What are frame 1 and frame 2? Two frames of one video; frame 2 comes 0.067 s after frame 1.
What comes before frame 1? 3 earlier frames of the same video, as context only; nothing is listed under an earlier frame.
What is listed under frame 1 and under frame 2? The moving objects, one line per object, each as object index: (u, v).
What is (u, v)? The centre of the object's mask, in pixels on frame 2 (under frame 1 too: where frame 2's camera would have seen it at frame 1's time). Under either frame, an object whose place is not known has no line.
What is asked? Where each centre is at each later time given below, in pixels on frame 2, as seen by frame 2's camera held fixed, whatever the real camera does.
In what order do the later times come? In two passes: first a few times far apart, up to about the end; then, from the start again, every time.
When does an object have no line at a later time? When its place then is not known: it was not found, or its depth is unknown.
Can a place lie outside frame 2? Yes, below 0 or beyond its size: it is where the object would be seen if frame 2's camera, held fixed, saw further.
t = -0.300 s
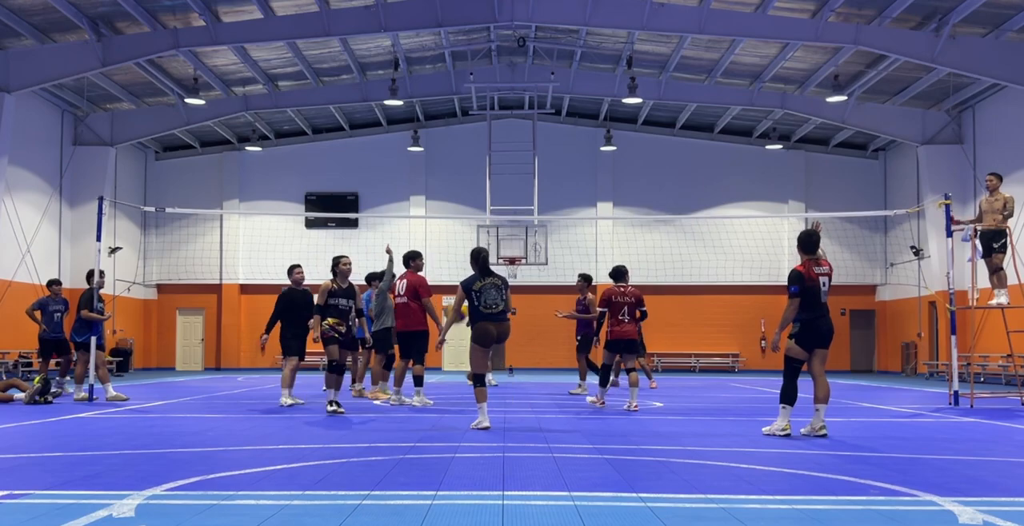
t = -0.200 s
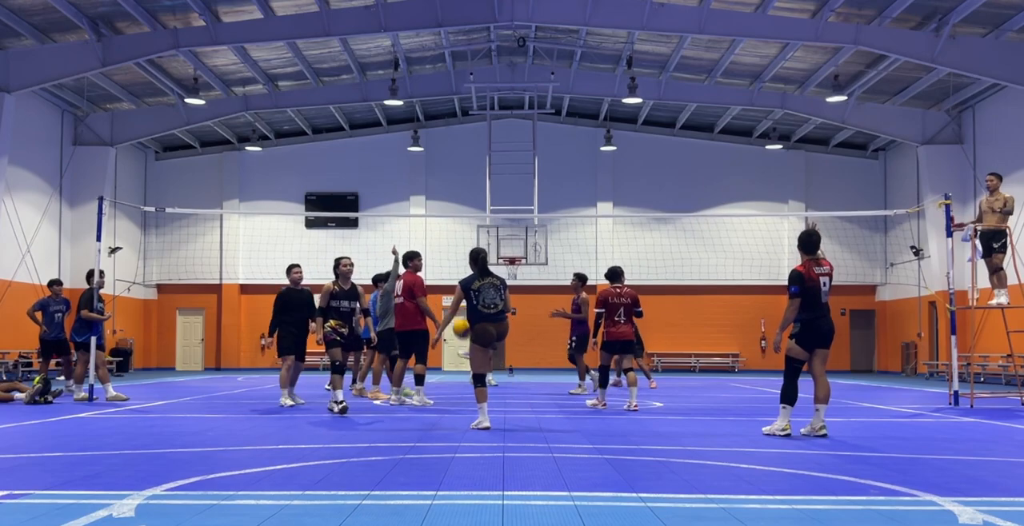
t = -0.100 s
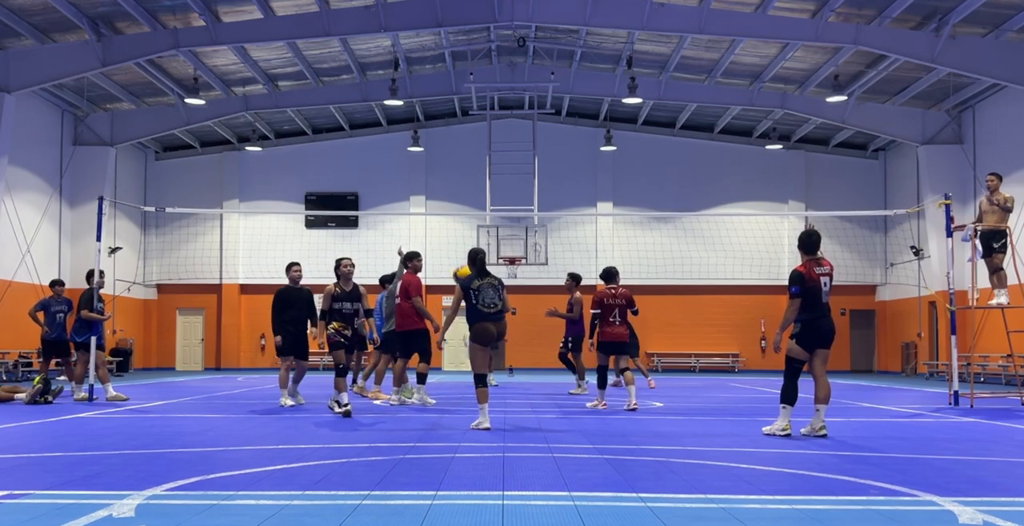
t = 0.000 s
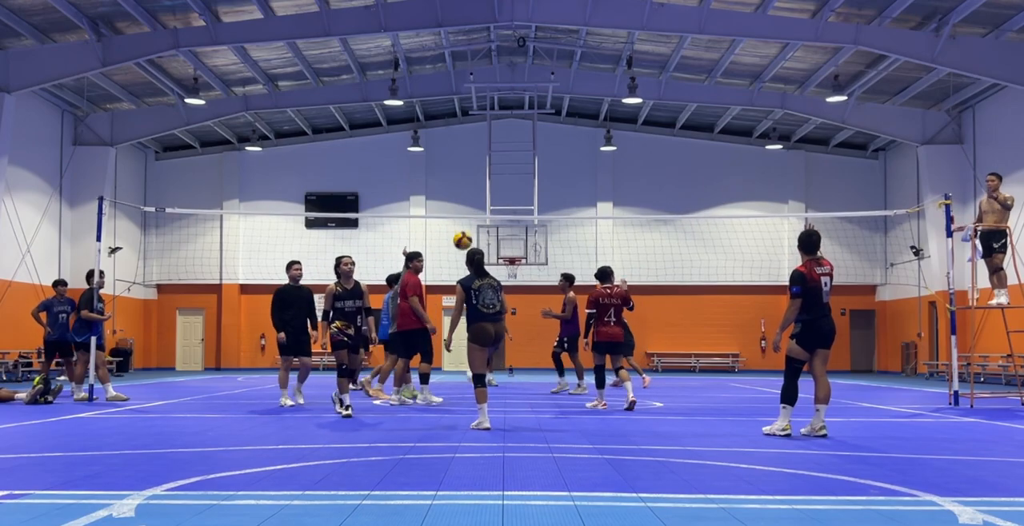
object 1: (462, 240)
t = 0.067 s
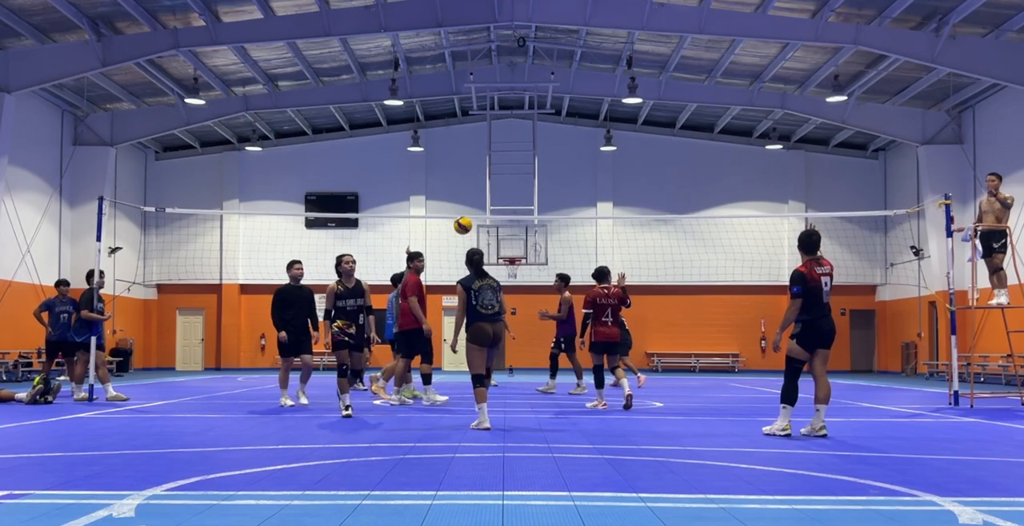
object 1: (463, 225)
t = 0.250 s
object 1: (463, 207)
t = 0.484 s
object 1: (464, 220)
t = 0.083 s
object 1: (463, 222)
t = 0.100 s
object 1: (463, 219)
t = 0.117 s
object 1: (463, 217)
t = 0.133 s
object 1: (463, 215)
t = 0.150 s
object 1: (463, 213)
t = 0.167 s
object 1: (463, 211)
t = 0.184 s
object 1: (463, 210)
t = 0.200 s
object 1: (463, 209)
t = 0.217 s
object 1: (463, 208)
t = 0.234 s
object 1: (463, 207)
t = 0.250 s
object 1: (463, 207)
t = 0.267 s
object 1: (463, 206)
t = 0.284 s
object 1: (463, 206)
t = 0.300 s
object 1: (463, 206)
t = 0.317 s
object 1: (463, 206)
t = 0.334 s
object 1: (463, 206)
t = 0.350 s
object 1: (463, 207)
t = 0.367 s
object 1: (464, 207)
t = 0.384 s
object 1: (464, 208)
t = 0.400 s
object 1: (464, 209)
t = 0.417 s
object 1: (464, 209)
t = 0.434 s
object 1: (465, 210)
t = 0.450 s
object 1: (464, 213)
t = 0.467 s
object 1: (464, 215)
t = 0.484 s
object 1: (464, 220)
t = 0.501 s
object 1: (465, 220)
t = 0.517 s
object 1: (465, 222)
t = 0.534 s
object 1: (465, 224)
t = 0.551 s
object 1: (465, 226)
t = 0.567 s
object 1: (466, 229)
